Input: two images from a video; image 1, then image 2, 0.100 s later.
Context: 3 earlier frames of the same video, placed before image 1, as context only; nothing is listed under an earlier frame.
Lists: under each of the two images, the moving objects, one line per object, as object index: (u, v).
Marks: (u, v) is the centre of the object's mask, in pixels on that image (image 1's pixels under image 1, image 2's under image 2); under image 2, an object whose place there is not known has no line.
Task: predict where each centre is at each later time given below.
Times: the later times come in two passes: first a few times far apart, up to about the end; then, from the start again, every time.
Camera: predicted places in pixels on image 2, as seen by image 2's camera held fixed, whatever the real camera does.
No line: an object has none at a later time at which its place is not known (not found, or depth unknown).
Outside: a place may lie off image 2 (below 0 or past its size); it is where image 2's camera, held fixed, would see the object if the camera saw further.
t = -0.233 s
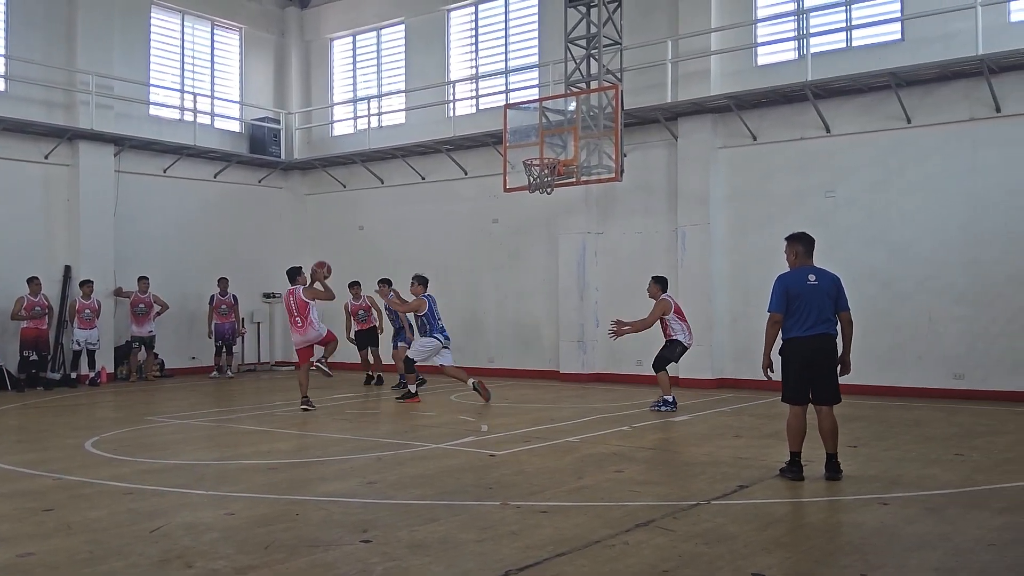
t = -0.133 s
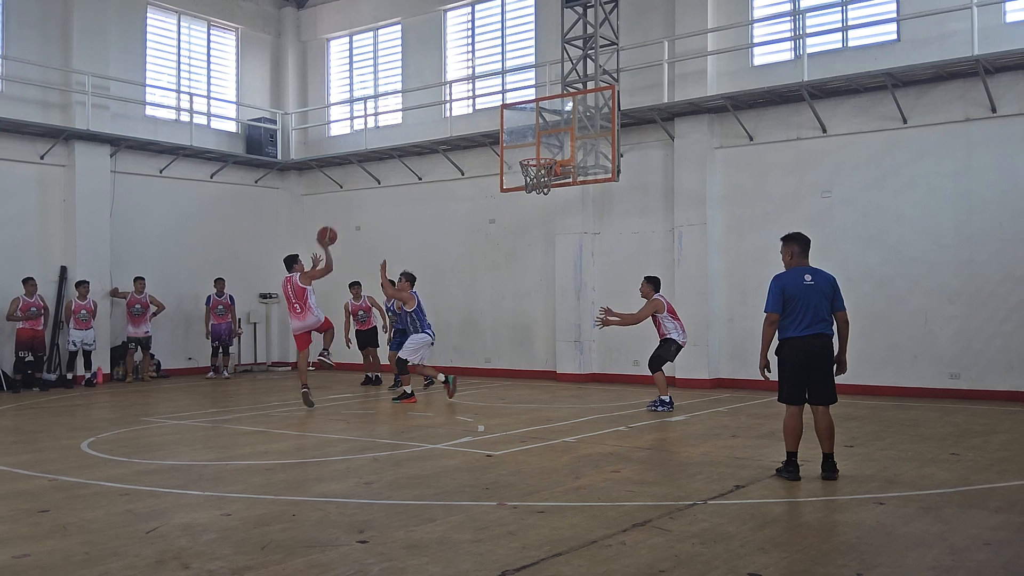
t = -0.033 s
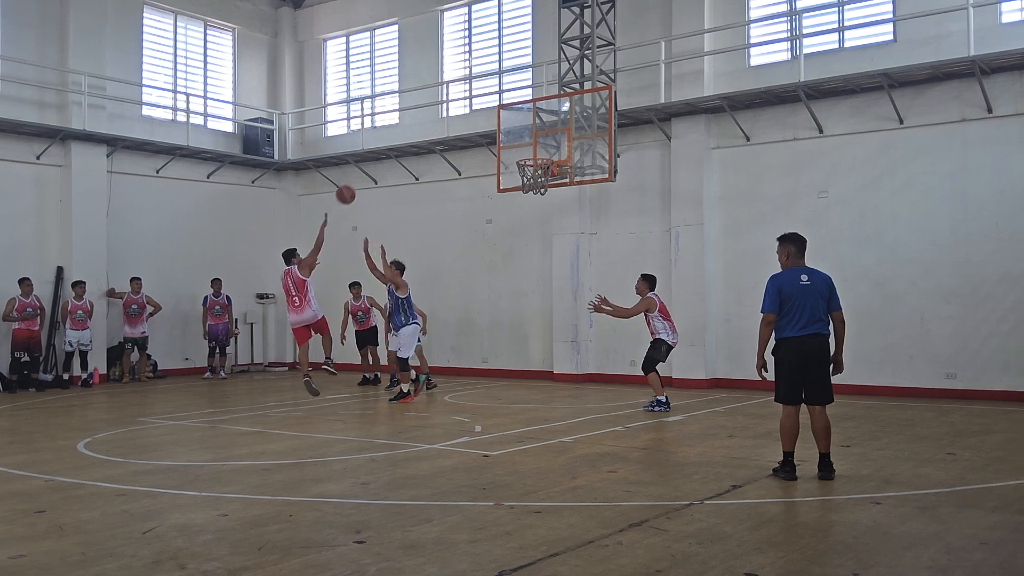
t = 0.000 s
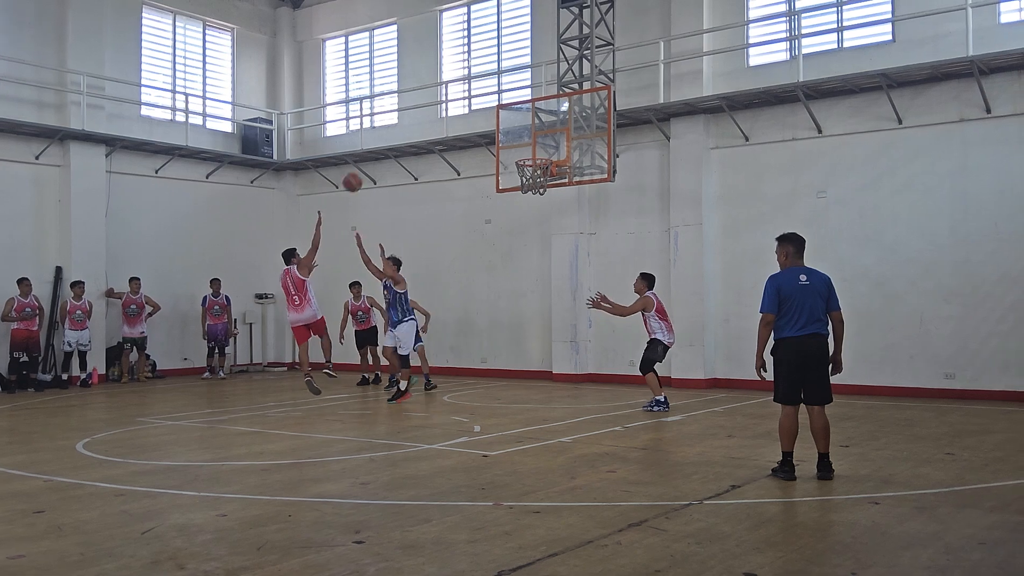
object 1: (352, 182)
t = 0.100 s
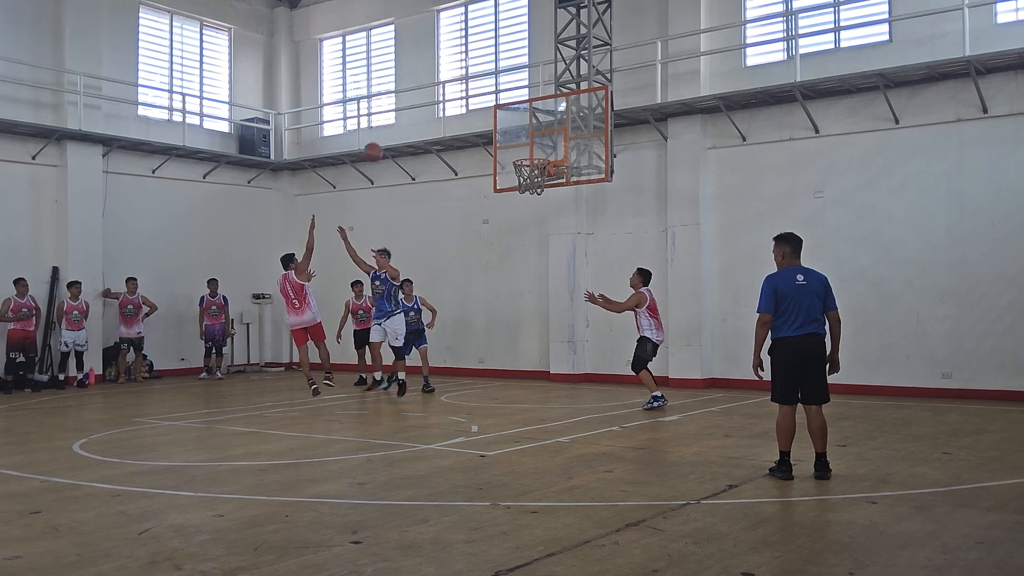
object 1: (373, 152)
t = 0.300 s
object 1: (418, 116)
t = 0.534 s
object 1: (469, 115)
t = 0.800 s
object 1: (520, 152)
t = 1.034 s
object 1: (534, 158)
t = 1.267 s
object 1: (522, 187)
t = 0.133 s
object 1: (380, 144)
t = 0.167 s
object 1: (388, 136)
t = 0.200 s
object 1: (396, 130)
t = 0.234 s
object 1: (403, 125)
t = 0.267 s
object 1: (411, 120)
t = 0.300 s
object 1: (418, 116)
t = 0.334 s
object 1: (425, 114)
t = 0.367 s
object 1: (432, 112)
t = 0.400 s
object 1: (440, 111)
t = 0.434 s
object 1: (447, 111)
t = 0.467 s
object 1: (454, 111)
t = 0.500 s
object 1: (462, 113)
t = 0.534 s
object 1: (469, 115)
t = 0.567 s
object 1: (476, 118)
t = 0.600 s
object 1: (482, 122)
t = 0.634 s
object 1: (489, 126)
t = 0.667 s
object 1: (497, 132)
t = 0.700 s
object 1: (504, 139)
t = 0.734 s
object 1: (510, 146)
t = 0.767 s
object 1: (516, 152)
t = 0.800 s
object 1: (520, 152)
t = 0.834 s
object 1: (524, 153)
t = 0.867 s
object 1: (528, 153)
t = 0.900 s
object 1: (532, 154)
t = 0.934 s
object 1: (537, 154)
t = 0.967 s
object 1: (539, 155)
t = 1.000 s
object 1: (537, 156)
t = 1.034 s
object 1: (534, 158)
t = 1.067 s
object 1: (531, 167)
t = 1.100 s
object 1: (527, 169)
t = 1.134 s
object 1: (526, 172)
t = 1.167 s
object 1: (524, 172)
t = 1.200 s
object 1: (521, 176)
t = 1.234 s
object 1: (521, 179)
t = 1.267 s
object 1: (522, 187)
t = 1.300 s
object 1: (522, 188)
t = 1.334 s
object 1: (522, 190)
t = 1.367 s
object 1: (522, 193)
